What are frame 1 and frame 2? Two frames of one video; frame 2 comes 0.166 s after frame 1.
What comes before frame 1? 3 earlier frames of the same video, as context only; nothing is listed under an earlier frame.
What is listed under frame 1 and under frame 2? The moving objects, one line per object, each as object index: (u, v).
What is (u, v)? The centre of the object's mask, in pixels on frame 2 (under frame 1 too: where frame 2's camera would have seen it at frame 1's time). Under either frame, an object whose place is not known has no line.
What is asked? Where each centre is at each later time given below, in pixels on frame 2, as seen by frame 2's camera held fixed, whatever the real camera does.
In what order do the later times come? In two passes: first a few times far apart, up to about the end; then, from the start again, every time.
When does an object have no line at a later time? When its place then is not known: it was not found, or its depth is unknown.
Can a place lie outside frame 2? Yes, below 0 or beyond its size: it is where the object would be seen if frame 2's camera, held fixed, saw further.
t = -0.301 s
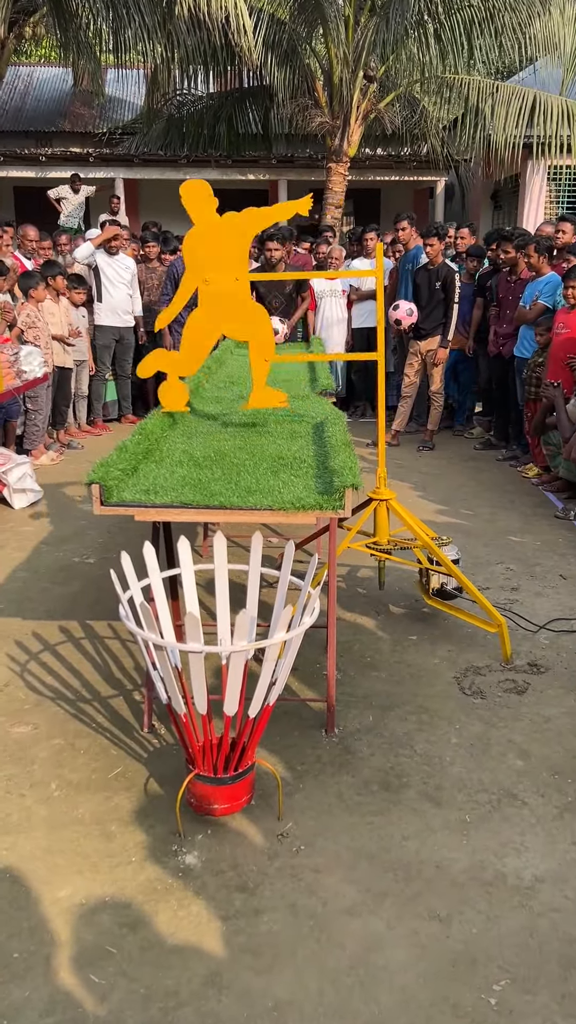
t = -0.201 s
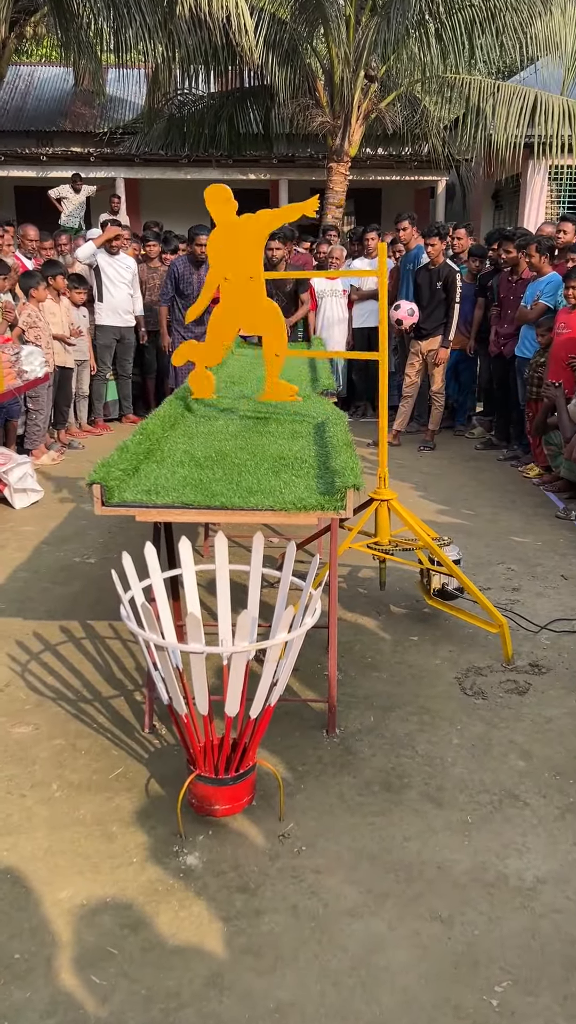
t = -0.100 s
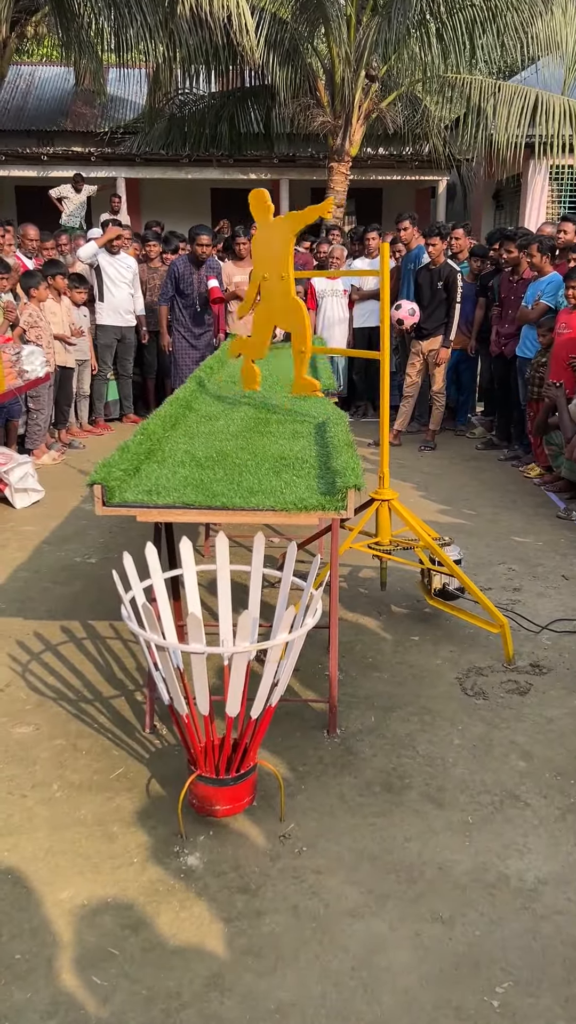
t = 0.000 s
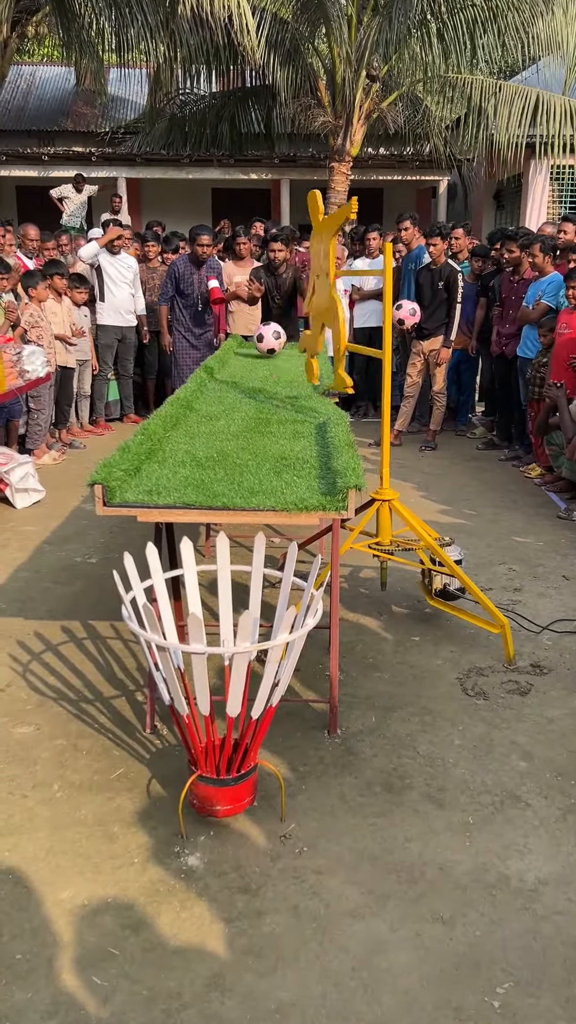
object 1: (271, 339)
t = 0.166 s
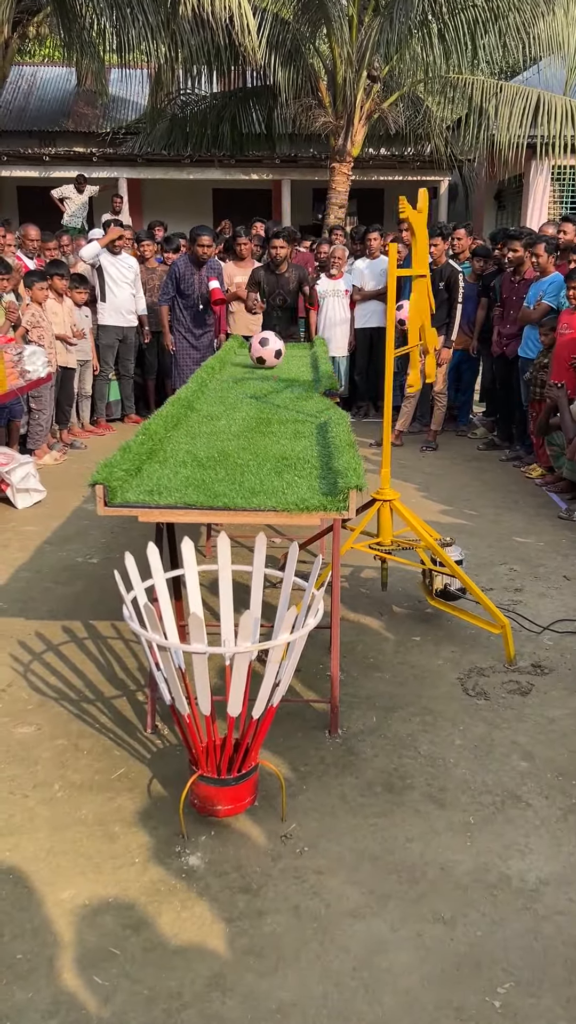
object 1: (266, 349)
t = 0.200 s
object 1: (266, 353)
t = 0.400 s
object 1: (261, 359)
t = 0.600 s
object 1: (256, 372)
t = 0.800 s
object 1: (250, 387)
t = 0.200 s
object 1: (266, 353)
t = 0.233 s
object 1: (265, 353)
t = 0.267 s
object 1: (264, 353)
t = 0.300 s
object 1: (263, 355)
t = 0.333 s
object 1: (263, 358)
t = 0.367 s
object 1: (262, 358)
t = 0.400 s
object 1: (261, 359)
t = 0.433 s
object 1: (260, 362)
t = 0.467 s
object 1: (260, 363)
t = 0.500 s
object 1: (258, 364)
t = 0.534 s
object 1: (258, 368)
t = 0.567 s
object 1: (257, 370)
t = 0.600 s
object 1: (256, 372)
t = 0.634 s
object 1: (255, 375)
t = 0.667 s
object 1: (254, 376)
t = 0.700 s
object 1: (253, 379)
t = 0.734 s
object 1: (252, 383)
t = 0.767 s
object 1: (251, 385)
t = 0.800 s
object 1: (250, 387)
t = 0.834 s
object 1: (249, 390)
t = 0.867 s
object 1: (249, 392)
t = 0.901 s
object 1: (247, 395)
